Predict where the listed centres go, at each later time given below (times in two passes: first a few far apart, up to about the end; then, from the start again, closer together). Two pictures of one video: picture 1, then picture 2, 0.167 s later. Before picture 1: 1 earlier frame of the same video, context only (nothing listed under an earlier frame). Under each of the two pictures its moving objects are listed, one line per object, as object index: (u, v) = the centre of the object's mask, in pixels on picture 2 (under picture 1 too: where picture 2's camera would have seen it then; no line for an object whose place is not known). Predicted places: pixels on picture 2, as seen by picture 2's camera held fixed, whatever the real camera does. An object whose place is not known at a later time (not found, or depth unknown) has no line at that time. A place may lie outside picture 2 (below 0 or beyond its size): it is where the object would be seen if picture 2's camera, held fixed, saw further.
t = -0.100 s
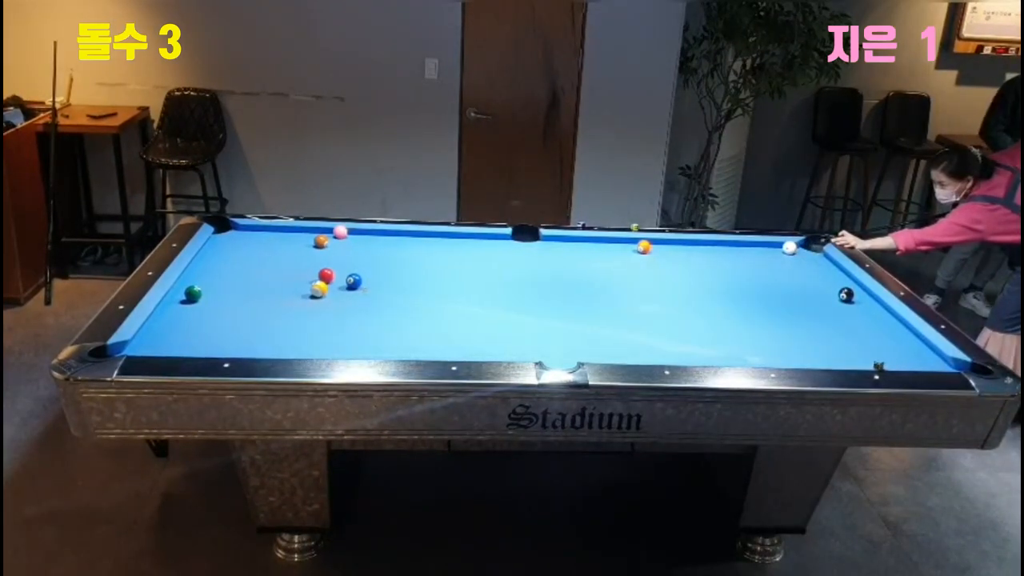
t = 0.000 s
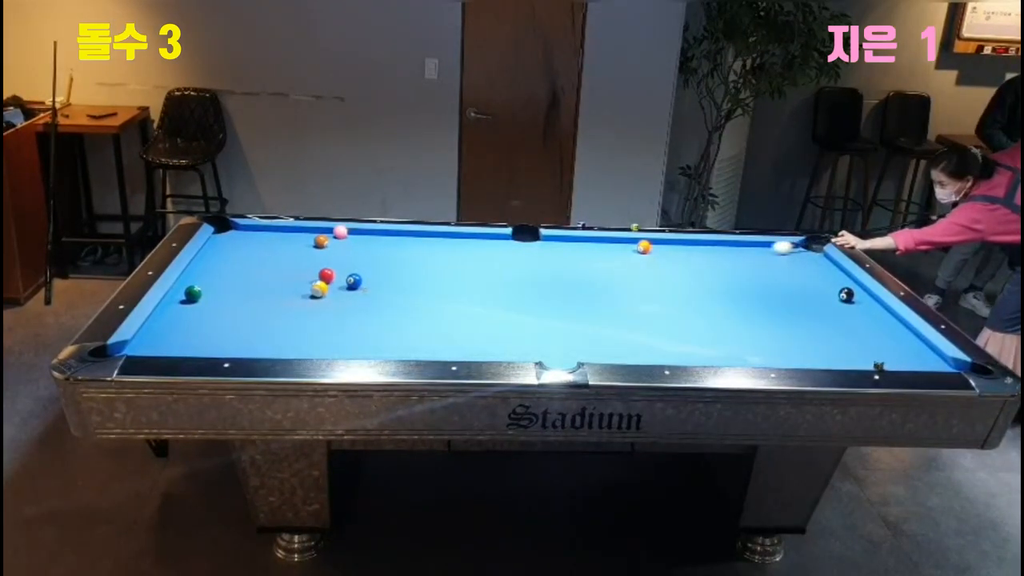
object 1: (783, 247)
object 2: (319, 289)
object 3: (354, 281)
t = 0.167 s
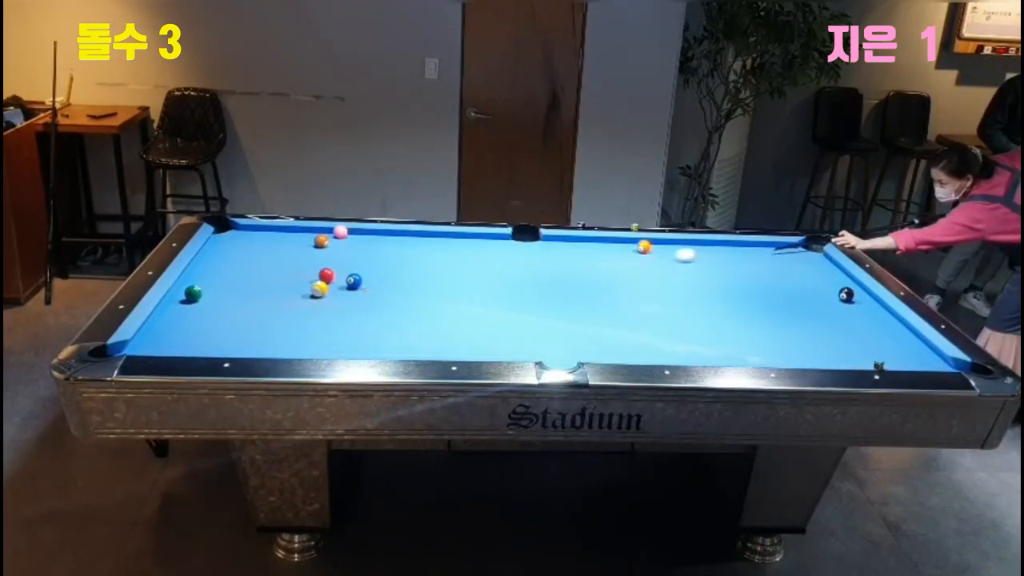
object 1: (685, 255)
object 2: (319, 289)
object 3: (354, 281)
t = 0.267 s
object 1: (630, 259)
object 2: (319, 288)
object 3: (354, 281)
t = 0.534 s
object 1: (484, 269)
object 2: (319, 288)
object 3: (354, 281)
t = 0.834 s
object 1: (355, 273)
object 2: (288, 297)
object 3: (326, 284)
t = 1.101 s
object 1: (301, 265)
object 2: (174, 330)
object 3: (309, 279)
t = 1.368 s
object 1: (243, 258)
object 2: (172, 343)
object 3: (294, 274)
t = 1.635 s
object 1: (214, 254)
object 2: (213, 333)
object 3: (279, 271)
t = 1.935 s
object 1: (248, 252)
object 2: (254, 321)
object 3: (266, 267)
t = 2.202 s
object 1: (277, 251)
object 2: (287, 311)
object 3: (255, 264)
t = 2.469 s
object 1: (303, 250)
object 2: (316, 302)
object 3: (246, 262)
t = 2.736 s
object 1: (327, 249)
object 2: (343, 294)
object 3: (238, 260)
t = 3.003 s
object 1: (350, 248)
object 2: (367, 287)
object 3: (231, 258)
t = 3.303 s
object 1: (373, 248)
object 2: (390, 279)
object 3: (226, 257)
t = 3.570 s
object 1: (391, 247)
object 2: (410, 274)
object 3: (222, 256)
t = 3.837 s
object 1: (407, 247)
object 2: (427, 269)
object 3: (219, 255)
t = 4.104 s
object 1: (422, 246)
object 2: (442, 264)
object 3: (219, 255)
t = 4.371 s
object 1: (436, 246)
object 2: (456, 260)
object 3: (218, 255)
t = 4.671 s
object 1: (449, 245)
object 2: (470, 256)
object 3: (218, 255)
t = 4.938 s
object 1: (459, 245)
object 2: (481, 252)
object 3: (218, 255)
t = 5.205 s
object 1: (468, 244)
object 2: (490, 249)
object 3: (218, 254)
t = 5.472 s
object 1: (476, 244)
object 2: (499, 247)
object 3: (218, 254)
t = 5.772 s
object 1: (482, 245)
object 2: (507, 244)
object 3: (218, 255)
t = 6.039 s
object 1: (486, 245)
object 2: (513, 242)
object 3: (218, 255)
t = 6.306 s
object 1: (489, 245)
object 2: (519, 240)
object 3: (218, 255)
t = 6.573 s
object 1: (490, 245)
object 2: (523, 239)
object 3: (218, 255)
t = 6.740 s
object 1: (490, 245)
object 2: (525, 238)
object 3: (218, 255)
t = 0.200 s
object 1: (667, 256)
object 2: (319, 288)
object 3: (354, 281)
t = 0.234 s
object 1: (648, 258)
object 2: (319, 289)
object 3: (354, 281)
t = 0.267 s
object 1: (630, 259)
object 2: (319, 288)
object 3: (354, 281)
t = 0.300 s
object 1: (613, 260)
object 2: (319, 289)
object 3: (354, 281)
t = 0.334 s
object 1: (595, 261)
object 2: (319, 289)
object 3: (354, 281)
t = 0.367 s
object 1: (577, 263)
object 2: (319, 288)
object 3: (354, 281)
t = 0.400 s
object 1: (559, 264)
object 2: (319, 288)
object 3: (354, 281)
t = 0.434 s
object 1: (541, 266)
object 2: (319, 288)
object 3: (354, 281)
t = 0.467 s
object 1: (522, 267)
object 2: (319, 288)
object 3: (354, 281)
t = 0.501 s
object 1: (503, 268)
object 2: (319, 288)
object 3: (354, 281)
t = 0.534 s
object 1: (484, 269)
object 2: (319, 288)
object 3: (354, 281)
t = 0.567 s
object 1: (464, 271)
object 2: (319, 288)
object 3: (354, 281)
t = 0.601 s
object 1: (444, 272)
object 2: (319, 288)
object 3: (354, 281)
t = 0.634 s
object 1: (424, 274)
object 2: (319, 288)
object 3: (354, 281)
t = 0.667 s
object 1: (404, 275)
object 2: (319, 288)
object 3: (354, 281)
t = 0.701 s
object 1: (384, 277)
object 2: (319, 289)
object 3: (354, 281)
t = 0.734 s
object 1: (367, 277)
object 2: (319, 288)
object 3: (349, 282)
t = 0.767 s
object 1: (364, 276)
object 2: (318, 289)
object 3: (332, 285)
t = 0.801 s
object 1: (360, 274)
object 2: (303, 293)
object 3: (328, 285)
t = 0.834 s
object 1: (355, 273)
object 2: (288, 297)
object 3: (326, 284)
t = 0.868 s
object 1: (350, 271)
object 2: (272, 301)
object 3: (324, 283)
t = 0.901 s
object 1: (345, 270)
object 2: (257, 306)
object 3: (322, 282)
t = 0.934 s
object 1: (338, 268)
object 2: (243, 310)
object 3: (320, 282)
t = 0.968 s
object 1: (331, 266)
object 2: (228, 314)
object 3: (318, 281)
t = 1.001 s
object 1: (323, 264)
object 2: (214, 318)
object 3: (316, 280)
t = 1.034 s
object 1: (315, 265)
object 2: (201, 322)
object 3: (314, 280)
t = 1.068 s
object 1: (308, 265)
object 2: (188, 326)
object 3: (312, 279)
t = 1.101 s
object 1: (301, 265)
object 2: (174, 330)
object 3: (309, 279)
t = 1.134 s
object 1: (293, 264)
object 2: (160, 334)
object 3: (307, 278)
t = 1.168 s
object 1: (286, 263)
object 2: (146, 337)
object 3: (305, 278)
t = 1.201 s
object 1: (279, 263)
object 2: (143, 341)
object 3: (303, 277)
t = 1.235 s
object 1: (271, 262)
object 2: (149, 343)
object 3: (301, 277)
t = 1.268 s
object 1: (264, 261)
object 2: (154, 345)
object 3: (299, 276)
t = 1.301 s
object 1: (257, 260)
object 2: (159, 345)
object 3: (297, 275)
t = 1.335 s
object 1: (250, 259)
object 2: (166, 344)
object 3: (295, 275)
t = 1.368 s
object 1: (243, 258)
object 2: (172, 343)
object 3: (294, 274)
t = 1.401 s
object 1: (236, 258)
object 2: (177, 342)
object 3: (292, 274)
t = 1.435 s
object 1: (229, 257)
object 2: (182, 341)
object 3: (290, 273)
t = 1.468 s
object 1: (222, 256)
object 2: (188, 340)
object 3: (288, 273)
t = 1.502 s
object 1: (216, 255)
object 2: (193, 339)
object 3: (286, 273)
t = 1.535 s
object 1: (209, 254)
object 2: (197, 337)
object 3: (285, 272)
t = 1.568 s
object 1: (205, 254)
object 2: (202, 335)
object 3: (283, 272)
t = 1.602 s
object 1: (210, 254)
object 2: (207, 334)
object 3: (282, 272)
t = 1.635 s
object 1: (214, 254)
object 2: (213, 333)
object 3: (279, 271)
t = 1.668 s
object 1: (218, 253)
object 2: (217, 331)
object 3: (278, 270)
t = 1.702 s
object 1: (222, 253)
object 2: (222, 330)
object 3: (276, 270)
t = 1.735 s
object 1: (226, 253)
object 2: (227, 328)
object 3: (275, 270)
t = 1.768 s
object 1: (230, 253)
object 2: (231, 327)
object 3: (273, 269)
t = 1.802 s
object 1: (233, 252)
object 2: (236, 326)
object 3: (272, 269)
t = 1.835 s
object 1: (237, 252)
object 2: (240, 324)
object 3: (270, 268)
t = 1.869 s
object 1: (241, 252)
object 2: (245, 323)
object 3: (269, 268)
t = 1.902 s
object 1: (245, 252)
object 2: (249, 322)
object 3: (267, 268)
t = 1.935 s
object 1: (248, 252)
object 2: (254, 321)
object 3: (266, 267)
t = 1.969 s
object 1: (252, 252)
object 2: (258, 319)
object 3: (264, 267)
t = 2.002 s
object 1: (256, 251)
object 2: (262, 318)
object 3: (263, 267)
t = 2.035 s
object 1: (259, 251)
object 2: (266, 317)
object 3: (262, 266)
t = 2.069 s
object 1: (263, 251)
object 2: (270, 315)
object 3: (260, 267)
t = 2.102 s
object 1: (267, 251)
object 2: (275, 314)
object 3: (259, 265)
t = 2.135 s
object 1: (270, 251)
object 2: (279, 313)
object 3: (257, 265)
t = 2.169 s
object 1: (273, 251)
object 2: (282, 312)
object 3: (256, 265)
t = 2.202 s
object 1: (277, 251)
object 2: (287, 311)
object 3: (255, 264)
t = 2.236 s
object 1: (280, 251)
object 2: (290, 310)
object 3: (254, 264)
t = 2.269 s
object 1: (283, 250)
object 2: (294, 308)
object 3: (253, 264)
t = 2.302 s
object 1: (286, 250)
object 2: (298, 307)
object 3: (251, 263)
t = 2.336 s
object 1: (290, 250)
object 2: (302, 306)
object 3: (250, 263)
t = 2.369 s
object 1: (293, 250)
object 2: (306, 305)
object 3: (249, 263)
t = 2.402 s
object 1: (297, 250)
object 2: (309, 304)
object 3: (248, 263)
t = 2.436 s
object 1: (300, 250)
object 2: (313, 303)
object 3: (247, 262)
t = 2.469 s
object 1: (303, 250)
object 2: (316, 302)
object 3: (246, 262)
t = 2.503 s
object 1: (305, 250)
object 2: (320, 301)
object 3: (245, 262)
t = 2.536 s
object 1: (309, 249)
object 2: (323, 300)
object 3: (244, 262)
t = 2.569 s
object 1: (312, 249)
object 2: (327, 299)
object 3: (243, 261)
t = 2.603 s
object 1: (315, 249)
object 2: (330, 298)
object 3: (242, 261)
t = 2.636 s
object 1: (318, 249)
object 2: (333, 297)
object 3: (241, 261)
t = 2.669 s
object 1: (321, 249)
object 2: (337, 296)
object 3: (240, 261)
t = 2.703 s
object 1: (324, 249)
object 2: (340, 295)
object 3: (239, 260)
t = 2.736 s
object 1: (327, 249)
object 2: (343, 294)
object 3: (238, 260)
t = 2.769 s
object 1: (330, 249)
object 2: (346, 293)
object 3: (237, 260)
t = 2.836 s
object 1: (335, 248)
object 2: (352, 291)
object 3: (235, 259)
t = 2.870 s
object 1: (338, 248)
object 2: (355, 291)
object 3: (234, 259)
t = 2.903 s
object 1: (341, 248)
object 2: (358, 289)
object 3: (234, 259)
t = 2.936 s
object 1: (344, 248)
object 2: (361, 289)
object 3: (233, 259)
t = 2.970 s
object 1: (347, 248)
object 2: (364, 288)
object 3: (232, 258)
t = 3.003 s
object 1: (350, 248)
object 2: (367, 287)
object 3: (231, 258)
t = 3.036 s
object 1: (352, 248)
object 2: (369, 286)
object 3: (231, 258)
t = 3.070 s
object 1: (355, 248)
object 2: (372, 285)
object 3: (230, 258)
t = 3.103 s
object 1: (357, 248)
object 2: (375, 284)
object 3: (229, 258)
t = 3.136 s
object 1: (360, 248)
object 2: (378, 283)
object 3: (229, 257)
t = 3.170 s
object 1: (363, 248)
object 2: (380, 283)
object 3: (228, 257)
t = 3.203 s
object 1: (365, 248)
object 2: (382, 282)
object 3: (227, 257)
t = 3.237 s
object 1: (368, 248)
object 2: (385, 281)
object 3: (227, 257)
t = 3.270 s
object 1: (370, 248)
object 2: (388, 280)
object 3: (226, 257)
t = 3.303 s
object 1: (373, 248)
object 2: (390, 279)
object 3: (226, 257)
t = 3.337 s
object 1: (375, 247)
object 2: (393, 279)
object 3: (225, 257)
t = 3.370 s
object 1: (377, 247)
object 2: (396, 278)
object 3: (225, 257)
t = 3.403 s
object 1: (379, 247)
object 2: (398, 277)
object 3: (224, 257)
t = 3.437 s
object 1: (382, 247)
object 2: (400, 277)
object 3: (224, 256)
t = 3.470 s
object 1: (384, 247)
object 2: (403, 276)
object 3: (223, 256)
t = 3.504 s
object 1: (386, 247)
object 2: (405, 276)
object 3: (223, 256)
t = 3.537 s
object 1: (389, 247)
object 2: (407, 275)
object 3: (223, 256)
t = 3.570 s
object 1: (391, 247)
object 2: (410, 274)
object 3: (222, 256)
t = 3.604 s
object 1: (393, 247)
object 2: (412, 273)
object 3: (222, 256)
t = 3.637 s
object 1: (395, 247)
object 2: (414, 272)
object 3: (221, 256)
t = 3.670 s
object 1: (397, 247)
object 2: (416, 272)
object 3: (221, 255)
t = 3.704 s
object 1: (399, 247)
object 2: (418, 271)
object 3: (221, 255)
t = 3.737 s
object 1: (402, 247)
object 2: (420, 270)
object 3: (220, 255)
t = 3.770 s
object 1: (403, 247)
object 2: (422, 270)
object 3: (220, 255)
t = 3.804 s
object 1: (405, 247)
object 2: (424, 269)
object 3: (220, 255)
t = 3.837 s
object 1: (407, 247)
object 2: (427, 269)
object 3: (219, 255)
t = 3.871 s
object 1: (409, 247)
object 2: (429, 268)
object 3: (219, 255)
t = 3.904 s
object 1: (411, 247)
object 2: (430, 267)
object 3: (219, 255)
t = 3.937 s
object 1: (413, 247)
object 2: (433, 267)
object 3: (219, 255)
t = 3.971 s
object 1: (415, 246)
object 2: (434, 266)
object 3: (219, 255)
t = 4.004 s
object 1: (417, 246)
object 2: (436, 266)
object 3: (219, 255)
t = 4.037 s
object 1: (419, 246)
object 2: (438, 265)
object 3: (219, 255)
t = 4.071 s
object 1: (421, 246)
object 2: (440, 264)
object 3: (219, 255)
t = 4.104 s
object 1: (422, 246)
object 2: (442, 264)
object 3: (219, 255)
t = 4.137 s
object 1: (425, 246)
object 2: (444, 264)
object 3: (218, 255)
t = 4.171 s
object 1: (426, 246)
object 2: (445, 263)
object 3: (218, 255)
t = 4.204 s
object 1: (428, 246)
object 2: (448, 262)
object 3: (218, 255)
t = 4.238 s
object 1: (429, 246)
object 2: (449, 262)
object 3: (218, 255)
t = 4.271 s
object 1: (431, 246)
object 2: (451, 261)
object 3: (218, 255)
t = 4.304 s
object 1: (432, 246)
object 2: (452, 261)
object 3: (218, 255)
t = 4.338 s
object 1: (434, 246)
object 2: (454, 260)
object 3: (218, 255)
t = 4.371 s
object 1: (436, 246)
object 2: (456, 260)
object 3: (218, 255)
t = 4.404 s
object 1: (437, 246)
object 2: (458, 259)
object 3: (218, 255)
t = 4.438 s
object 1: (439, 246)
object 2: (459, 259)
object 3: (218, 255)
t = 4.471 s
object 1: (440, 246)
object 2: (461, 259)
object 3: (218, 255)
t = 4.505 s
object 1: (442, 246)
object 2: (462, 258)
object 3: (218, 255)
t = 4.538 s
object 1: (443, 245)
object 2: (464, 257)
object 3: (219, 255)
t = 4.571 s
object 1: (445, 245)
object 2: (465, 257)
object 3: (218, 255)
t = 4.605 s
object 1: (446, 245)
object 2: (466, 256)
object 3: (218, 255)
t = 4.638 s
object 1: (447, 245)
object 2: (468, 256)
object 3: (218, 255)
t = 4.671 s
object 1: (449, 245)
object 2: (470, 256)
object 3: (218, 255)
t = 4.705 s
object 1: (450, 245)
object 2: (471, 256)
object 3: (218, 255)
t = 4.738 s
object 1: (452, 245)
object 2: (473, 255)
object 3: (218, 255)
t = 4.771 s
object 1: (453, 245)
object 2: (474, 255)
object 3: (218, 255)
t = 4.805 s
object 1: (455, 245)
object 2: (476, 254)
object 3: (218, 255)
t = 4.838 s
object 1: (456, 245)
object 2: (477, 253)
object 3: (218, 255)
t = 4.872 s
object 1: (457, 245)
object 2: (478, 253)
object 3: (218, 255)
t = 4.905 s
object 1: (458, 245)
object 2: (480, 252)
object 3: (218, 255)
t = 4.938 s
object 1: (459, 245)
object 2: (481, 252)
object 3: (218, 255)
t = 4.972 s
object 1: (460, 245)
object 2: (483, 252)
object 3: (218, 255)
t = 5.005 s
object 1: (462, 245)
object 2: (483, 251)
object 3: (218, 255)
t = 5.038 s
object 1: (463, 245)
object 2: (485, 251)
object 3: (218, 255)
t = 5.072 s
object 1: (464, 245)
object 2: (486, 250)
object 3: (218, 255)
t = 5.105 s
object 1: (465, 245)
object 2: (487, 250)
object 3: (218, 255)
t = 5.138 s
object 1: (466, 244)
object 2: (488, 250)
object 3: (218, 254)
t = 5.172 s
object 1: (467, 244)
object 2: (489, 249)
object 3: (218, 254)
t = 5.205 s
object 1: (468, 244)
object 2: (490, 249)
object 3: (218, 254)
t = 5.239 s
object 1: (469, 244)
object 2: (491, 248)
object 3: (218, 254)
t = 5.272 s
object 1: (470, 244)
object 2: (492, 249)
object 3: (218, 254)
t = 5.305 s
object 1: (471, 244)
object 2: (494, 248)
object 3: (218, 254)
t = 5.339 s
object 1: (472, 245)
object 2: (495, 248)
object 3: (218, 254)
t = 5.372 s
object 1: (473, 244)
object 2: (495, 247)
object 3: (218, 254)
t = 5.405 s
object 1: (474, 244)
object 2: (497, 247)
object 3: (218, 254)
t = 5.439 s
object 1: (474, 244)
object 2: (498, 247)
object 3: (218, 254)
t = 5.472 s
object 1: (476, 244)
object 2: (499, 247)
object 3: (218, 254)
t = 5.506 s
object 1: (476, 244)
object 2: (500, 246)
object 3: (218, 254)
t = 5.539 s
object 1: (477, 244)
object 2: (501, 246)
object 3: (218, 254)
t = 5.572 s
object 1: (478, 244)
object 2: (502, 246)
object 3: (218, 254)
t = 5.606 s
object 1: (479, 245)
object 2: (503, 246)
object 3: (218, 255)
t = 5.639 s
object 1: (479, 245)
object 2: (503, 245)
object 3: (218, 255)
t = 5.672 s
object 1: (480, 245)
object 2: (505, 245)
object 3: (218, 255)
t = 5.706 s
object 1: (481, 244)
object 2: (505, 245)
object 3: (218, 255)
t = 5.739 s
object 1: (481, 245)
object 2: (506, 244)
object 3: (218, 255)
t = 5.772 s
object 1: (482, 245)
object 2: (507, 244)
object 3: (218, 255)
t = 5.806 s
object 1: (482, 245)
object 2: (508, 244)
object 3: (218, 255)
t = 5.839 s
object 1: (483, 245)
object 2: (509, 244)
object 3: (218, 255)
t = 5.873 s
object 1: (483, 245)
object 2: (509, 243)
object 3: (218, 255)
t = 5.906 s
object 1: (484, 245)
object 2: (510, 243)
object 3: (218, 255)
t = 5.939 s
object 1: (484, 245)
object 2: (511, 243)
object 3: (218, 255)
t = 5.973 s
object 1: (485, 245)
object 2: (511, 242)
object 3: (218, 255)
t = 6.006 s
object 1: (486, 245)
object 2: (512, 242)
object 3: (218, 255)
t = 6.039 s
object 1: (486, 245)
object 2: (513, 242)
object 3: (218, 255)
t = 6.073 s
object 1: (486, 245)
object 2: (514, 242)
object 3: (218, 255)
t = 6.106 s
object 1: (487, 245)
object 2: (515, 241)
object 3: (218, 255)
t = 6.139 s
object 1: (488, 245)
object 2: (515, 241)
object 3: (218, 255)
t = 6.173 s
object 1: (488, 245)
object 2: (516, 241)
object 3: (218, 255)
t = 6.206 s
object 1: (488, 245)
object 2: (517, 241)
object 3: (218, 255)
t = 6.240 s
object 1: (488, 245)
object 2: (517, 241)
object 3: (218, 255)
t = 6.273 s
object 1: (489, 245)
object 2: (518, 240)
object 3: (218, 255)
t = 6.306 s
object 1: (489, 245)
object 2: (519, 240)
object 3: (218, 255)
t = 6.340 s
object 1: (489, 245)
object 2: (519, 240)
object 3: (218, 255)
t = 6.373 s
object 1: (489, 245)
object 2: (520, 240)
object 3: (218, 255)
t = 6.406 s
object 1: (490, 245)
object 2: (521, 239)
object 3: (218, 255)
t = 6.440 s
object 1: (490, 245)
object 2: (521, 239)
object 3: (218, 255)
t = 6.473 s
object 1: (489, 245)
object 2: (522, 239)
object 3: (218, 255)
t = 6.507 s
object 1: (490, 245)
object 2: (522, 239)
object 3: (218, 255)
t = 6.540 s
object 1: (490, 245)
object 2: (523, 239)
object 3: (218, 255)
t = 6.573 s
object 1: (490, 245)
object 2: (523, 239)
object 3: (218, 255)
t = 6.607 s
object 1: (490, 245)
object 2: (524, 238)
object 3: (218, 255)
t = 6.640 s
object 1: (490, 245)
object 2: (524, 238)
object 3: (218, 255)
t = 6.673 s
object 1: (490, 245)
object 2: (524, 238)
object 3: (218, 255)
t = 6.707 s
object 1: (490, 245)
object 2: (525, 238)
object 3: (218, 255)
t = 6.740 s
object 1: (490, 245)
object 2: (525, 238)
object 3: (218, 255)
